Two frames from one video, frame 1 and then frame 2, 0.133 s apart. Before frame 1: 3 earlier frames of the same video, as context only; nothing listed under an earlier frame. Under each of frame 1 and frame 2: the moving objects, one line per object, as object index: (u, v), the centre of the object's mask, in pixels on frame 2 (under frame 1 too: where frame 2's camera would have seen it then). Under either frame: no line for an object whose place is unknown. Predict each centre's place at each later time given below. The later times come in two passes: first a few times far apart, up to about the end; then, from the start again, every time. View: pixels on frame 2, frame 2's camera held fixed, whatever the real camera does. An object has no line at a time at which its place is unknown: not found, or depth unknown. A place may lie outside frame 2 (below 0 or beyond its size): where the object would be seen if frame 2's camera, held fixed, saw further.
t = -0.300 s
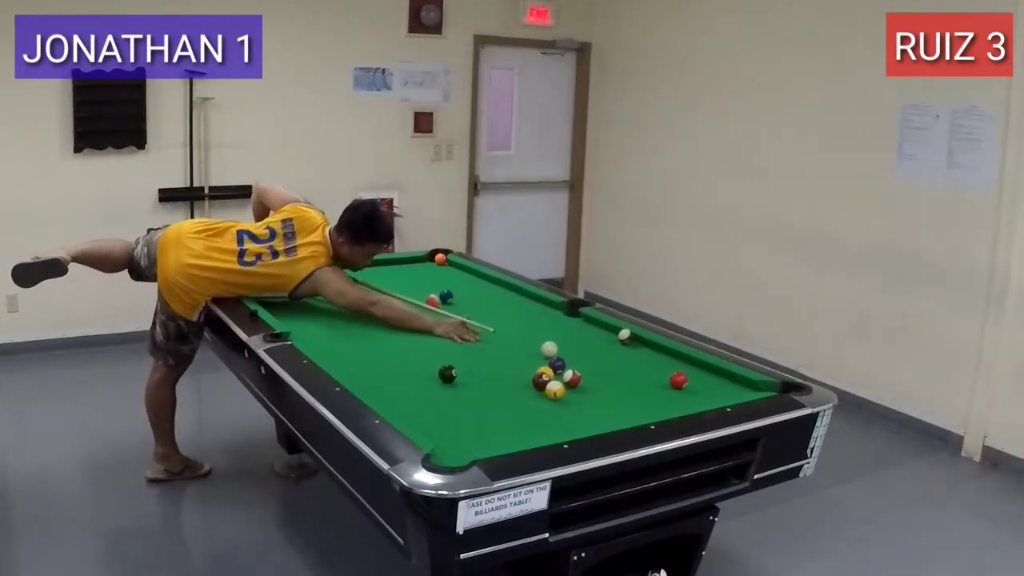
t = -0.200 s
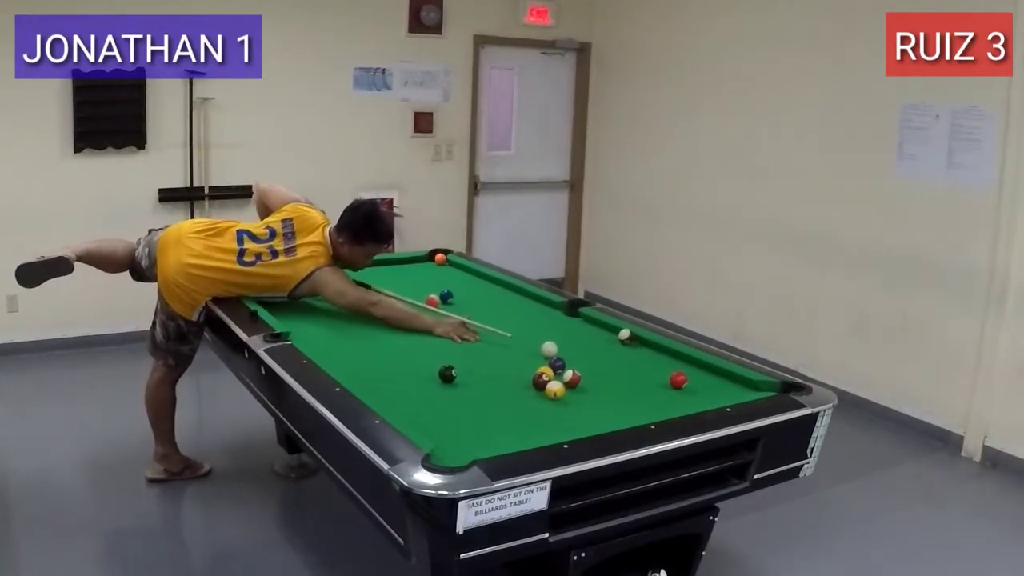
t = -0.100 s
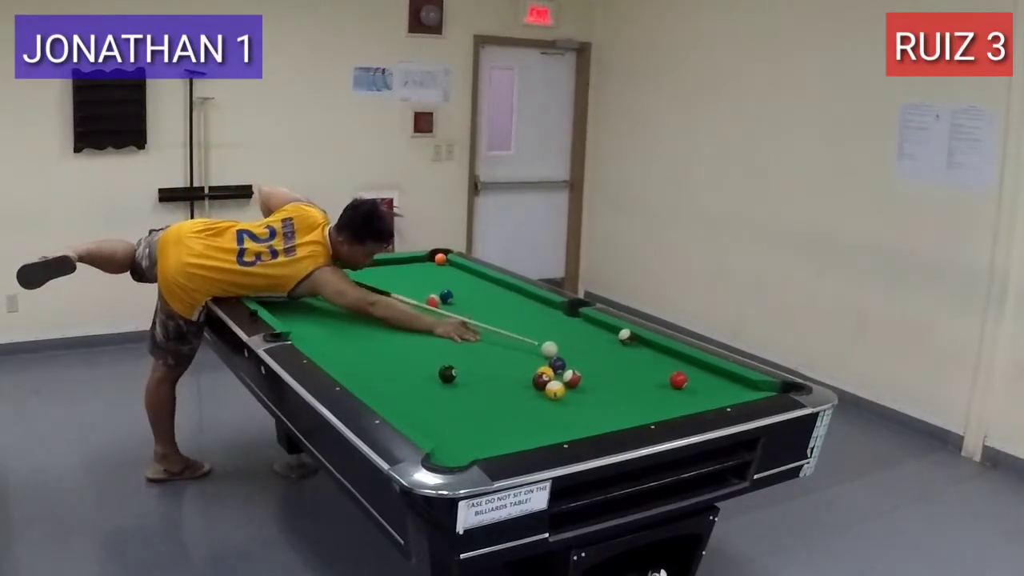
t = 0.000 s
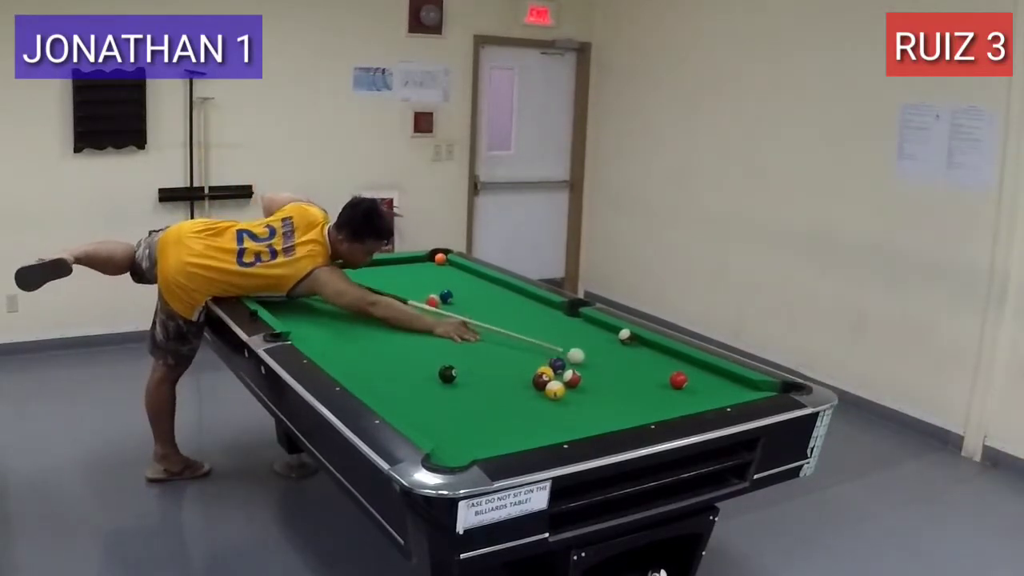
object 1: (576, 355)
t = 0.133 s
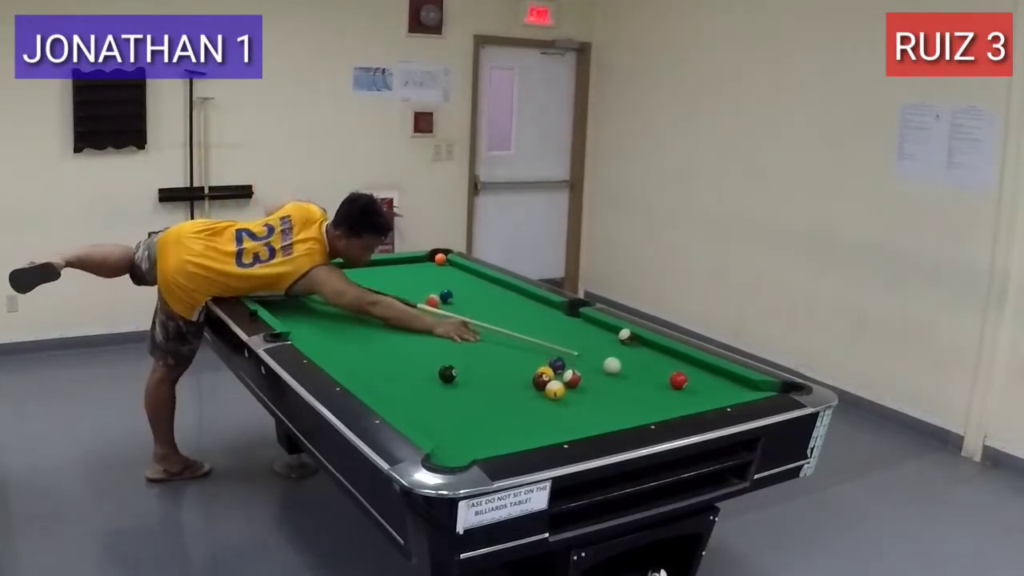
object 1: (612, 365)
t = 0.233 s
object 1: (639, 372)
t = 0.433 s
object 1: (665, 382)
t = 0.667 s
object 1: (680, 391)
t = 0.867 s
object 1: (692, 398)
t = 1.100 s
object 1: (698, 400)
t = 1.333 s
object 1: (693, 398)
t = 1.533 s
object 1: (690, 396)
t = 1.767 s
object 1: (686, 393)
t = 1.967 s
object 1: (683, 392)
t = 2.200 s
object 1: (680, 391)
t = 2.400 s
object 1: (679, 391)
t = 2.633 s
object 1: (679, 391)
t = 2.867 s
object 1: (679, 391)
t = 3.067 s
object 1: (679, 391)
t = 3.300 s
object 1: (679, 391)
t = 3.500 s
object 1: (679, 391)
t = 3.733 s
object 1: (679, 391)
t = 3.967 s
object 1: (679, 391)
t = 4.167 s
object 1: (679, 391)
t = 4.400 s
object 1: (679, 391)
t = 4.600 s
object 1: (679, 391)
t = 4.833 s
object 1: (679, 391)
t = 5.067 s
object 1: (679, 391)
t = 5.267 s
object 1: (679, 391)
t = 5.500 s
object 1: (679, 391)
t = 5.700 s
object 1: (679, 391)
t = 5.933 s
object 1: (679, 391)
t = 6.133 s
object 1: (679, 391)
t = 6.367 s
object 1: (679, 391)
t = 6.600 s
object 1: (679, 391)
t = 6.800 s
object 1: (679, 391)
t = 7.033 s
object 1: (679, 391)
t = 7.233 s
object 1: (679, 391)
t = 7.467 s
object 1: (679, 391)
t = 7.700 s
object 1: (679, 391)
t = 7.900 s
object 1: (679, 391)
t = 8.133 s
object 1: (679, 391)
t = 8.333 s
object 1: (679, 391)
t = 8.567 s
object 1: (679, 391)
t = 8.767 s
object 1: (679, 391)
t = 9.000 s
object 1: (679, 391)
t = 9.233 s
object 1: (679, 391)
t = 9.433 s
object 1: (679, 391)
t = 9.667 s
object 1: (679, 391)
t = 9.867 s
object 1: (679, 391)
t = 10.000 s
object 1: (679, 391)
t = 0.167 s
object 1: (621, 367)
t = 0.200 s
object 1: (630, 369)
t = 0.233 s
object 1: (639, 372)
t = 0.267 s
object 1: (648, 374)
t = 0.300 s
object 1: (657, 376)
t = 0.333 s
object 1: (660, 378)
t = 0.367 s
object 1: (661, 379)
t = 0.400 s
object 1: (663, 380)
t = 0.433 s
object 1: (665, 382)
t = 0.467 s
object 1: (667, 383)
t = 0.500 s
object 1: (669, 385)
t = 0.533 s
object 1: (672, 386)
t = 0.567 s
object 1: (674, 387)
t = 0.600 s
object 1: (676, 388)
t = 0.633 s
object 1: (678, 390)
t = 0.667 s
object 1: (680, 391)
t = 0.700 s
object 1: (682, 393)
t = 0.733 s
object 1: (684, 394)
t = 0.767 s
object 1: (687, 395)
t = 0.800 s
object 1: (688, 396)
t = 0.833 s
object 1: (691, 397)
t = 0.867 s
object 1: (692, 398)
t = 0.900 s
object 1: (695, 399)
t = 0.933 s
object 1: (696, 400)
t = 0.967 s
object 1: (699, 400)
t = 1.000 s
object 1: (700, 401)
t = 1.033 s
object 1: (699, 401)
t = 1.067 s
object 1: (699, 400)
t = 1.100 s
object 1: (698, 400)
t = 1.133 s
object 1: (697, 400)
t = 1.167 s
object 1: (696, 399)
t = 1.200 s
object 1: (696, 399)
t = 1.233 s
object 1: (695, 399)
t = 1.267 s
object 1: (695, 398)
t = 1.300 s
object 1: (694, 398)
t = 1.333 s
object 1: (693, 398)
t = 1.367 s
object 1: (693, 397)
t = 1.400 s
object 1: (692, 397)
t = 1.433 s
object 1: (691, 397)
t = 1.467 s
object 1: (691, 396)
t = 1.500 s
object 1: (690, 396)
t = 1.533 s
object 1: (690, 396)
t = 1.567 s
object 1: (689, 395)
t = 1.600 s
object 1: (689, 395)
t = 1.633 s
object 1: (688, 395)
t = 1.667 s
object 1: (687, 394)
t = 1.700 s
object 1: (687, 394)
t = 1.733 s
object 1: (686, 394)
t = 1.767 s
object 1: (686, 393)
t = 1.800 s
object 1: (685, 393)
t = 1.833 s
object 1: (685, 393)
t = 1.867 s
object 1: (684, 393)
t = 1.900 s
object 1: (684, 393)
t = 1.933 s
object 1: (683, 392)
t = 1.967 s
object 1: (683, 392)
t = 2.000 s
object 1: (682, 392)
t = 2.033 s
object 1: (682, 392)
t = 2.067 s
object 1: (681, 392)
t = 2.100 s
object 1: (681, 391)
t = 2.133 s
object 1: (681, 391)
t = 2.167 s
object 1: (680, 391)
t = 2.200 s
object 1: (680, 391)
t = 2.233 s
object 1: (680, 391)
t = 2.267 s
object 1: (679, 391)
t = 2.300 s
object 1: (679, 391)
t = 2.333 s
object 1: (679, 391)
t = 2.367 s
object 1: (679, 391)
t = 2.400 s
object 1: (679, 391)
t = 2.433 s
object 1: (679, 391)
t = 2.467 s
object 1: (679, 391)
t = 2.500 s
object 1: (679, 391)
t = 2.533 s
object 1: (679, 391)
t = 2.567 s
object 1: (679, 391)
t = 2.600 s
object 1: (679, 391)
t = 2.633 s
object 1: (679, 391)
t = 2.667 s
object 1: (679, 391)
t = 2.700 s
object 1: (679, 391)
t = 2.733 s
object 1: (679, 391)
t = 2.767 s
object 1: (679, 391)
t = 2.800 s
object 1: (679, 391)
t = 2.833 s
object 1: (679, 391)
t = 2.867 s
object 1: (679, 391)
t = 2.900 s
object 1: (679, 391)
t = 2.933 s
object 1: (679, 391)
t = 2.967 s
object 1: (679, 391)
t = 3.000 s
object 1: (679, 391)
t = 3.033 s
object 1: (679, 391)
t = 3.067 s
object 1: (679, 391)
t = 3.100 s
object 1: (679, 391)
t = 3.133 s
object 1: (679, 391)
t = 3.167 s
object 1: (679, 391)
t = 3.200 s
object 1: (679, 391)
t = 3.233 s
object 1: (679, 391)
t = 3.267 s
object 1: (679, 391)
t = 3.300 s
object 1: (679, 391)
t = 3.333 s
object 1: (679, 391)
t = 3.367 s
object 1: (679, 391)
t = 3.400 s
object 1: (679, 391)
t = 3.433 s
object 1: (679, 391)
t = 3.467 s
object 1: (679, 391)
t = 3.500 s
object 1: (679, 391)
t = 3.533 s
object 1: (679, 391)
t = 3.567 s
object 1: (679, 391)
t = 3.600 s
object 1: (679, 391)
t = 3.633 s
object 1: (679, 391)
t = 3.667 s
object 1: (679, 391)
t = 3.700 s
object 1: (679, 391)
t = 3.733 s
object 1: (679, 391)
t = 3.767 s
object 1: (679, 391)
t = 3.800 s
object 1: (679, 391)
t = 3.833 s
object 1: (679, 391)
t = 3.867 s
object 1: (679, 391)
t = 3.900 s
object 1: (679, 391)
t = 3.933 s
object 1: (679, 391)
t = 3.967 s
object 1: (679, 391)
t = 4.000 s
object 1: (679, 391)
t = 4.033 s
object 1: (679, 391)
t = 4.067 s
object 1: (679, 391)
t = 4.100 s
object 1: (679, 391)
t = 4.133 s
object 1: (679, 391)
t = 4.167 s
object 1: (679, 391)
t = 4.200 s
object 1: (679, 391)
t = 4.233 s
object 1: (679, 391)
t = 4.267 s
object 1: (679, 391)
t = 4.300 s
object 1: (679, 391)
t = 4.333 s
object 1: (679, 391)
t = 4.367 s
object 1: (679, 391)
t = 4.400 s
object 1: (679, 391)
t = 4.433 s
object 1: (679, 391)
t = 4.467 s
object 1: (679, 391)
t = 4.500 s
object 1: (679, 391)
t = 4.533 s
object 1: (679, 391)
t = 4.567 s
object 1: (679, 391)
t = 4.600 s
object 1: (679, 391)
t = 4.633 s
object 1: (679, 391)
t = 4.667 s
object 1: (679, 391)
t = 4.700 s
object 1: (679, 391)
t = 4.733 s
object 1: (679, 391)
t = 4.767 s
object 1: (679, 391)
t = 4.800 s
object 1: (679, 391)
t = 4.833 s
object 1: (679, 391)
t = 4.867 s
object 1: (679, 391)
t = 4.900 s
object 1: (679, 391)
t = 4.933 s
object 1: (679, 391)
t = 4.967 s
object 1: (679, 391)
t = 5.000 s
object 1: (679, 391)
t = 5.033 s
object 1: (679, 391)
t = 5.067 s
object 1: (679, 391)
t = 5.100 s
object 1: (679, 391)
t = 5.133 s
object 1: (679, 391)
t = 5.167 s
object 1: (679, 391)
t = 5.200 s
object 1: (679, 391)
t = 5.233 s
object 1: (679, 391)
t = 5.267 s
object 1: (679, 391)
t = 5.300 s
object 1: (679, 391)
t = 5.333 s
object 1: (679, 391)
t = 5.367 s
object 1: (679, 391)
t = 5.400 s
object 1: (679, 391)
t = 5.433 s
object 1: (679, 391)
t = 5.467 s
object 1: (679, 391)
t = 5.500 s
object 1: (679, 391)
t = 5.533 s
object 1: (679, 391)
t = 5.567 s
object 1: (679, 391)
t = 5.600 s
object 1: (679, 391)
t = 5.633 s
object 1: (679, 391)
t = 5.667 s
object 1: (679, 391)
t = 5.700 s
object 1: (679, 391)
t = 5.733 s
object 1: (679, 391)
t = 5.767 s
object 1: (679, 391)
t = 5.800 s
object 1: (679, 391)
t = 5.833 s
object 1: (679, 391)
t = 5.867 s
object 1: (679, 391)
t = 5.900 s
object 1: (679, 391)
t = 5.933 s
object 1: (679, 391)
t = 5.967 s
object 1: (679, 391)
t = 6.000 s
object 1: (679, 391)
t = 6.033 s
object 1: (679, 391)
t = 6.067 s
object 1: (679, 391)
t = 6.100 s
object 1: (679, 391)
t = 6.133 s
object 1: (679, 391)
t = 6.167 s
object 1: (679, 391)
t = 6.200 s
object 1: (679, 391)
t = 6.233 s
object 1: (679, 391)
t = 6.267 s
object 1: (679, 391)
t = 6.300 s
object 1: (679, 391)
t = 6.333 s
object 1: (679, 391)
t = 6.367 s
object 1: (679, 391)
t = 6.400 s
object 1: (679, 391)
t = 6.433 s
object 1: (679, 391)
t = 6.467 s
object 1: (679, 391)
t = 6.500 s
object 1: (679, 391)
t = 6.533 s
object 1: (679, 391)
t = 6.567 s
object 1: (679, 391)
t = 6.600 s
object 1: (679, 391)
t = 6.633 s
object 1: (679, 391)
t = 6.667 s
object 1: (679, 391)
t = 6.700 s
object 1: (679, 391)
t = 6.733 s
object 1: (679, 391)
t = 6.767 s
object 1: (679, 391)
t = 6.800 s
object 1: (679, 391)
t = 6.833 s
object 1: (679, 391)
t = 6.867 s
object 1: (679, 391)
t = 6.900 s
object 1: (679, 391)
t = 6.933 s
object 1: (679, 391)
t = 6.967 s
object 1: (679, 391)
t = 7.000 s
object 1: (679, 391)
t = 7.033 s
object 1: (679, 391)
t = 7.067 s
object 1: (679, 391)
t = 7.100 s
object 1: (679, 391)
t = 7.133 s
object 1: (679, 391)
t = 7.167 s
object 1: (679, 391)
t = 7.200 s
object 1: (679, 391)
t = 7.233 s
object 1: (679, 391)
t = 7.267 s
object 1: (679, 391)
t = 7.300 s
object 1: (679, 391)
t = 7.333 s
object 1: (679, 391)
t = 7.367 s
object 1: (679, 391)
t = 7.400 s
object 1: (679, 391)
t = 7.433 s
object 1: (679, 391)
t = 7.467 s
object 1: (679, 391)
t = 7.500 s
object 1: (679, 391)
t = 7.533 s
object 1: (679, 391)
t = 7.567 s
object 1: (679, 391)
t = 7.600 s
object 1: (679, 391)
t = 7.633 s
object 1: (679, 391)
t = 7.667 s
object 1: (679, 391)
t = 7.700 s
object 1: (679, 391)
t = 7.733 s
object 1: (679, 391)
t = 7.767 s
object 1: (679, 391)
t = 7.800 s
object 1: (679, 391)
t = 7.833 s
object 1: (679, 391)
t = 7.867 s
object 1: (679, 391)
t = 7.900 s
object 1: (679, 391)
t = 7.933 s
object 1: (679, 391)
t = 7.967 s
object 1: (679, 391)
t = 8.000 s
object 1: (679, 391)
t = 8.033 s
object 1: (679, 391)
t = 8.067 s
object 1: (679, 391)
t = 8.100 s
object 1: (679, 391)
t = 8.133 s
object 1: (679, 391)
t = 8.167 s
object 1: (679, 391)
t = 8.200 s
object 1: (679, 391)
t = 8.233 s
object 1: (679, 391)
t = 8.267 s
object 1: (679, 391)
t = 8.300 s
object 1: (679, 391)
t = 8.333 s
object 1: (679, 391)
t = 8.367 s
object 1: (679, 391)
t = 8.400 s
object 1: (679, 391)
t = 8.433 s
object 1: (679, 391)
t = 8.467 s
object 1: (679, 391)
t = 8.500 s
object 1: (679, 391)
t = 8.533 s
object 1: (679, 391)
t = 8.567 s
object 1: (679, 391)
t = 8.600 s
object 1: (679, 391)
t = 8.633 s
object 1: (679, 391)
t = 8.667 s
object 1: (679, 391)
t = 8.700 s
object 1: (679, 391)
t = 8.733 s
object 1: (679, 391)
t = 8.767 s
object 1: (679, 391)
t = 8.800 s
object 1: (679, 391)
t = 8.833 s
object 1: (679, 391)
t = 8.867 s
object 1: (679, 391)
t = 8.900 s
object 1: (679, 391)
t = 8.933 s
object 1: (679, 391)
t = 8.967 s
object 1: (679, 391)
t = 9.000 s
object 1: (679, 391)
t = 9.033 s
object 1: (679, 391)
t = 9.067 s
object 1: (679, 391)
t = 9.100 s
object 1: (679, 391)
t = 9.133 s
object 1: (679, 391)
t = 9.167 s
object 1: (679, 391)
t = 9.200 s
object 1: (679, 391)
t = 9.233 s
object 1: (679, 391)
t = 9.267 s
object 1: (679, 391)
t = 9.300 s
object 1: (679, 391)
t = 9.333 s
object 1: (679, 391)
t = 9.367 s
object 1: (679, 391)
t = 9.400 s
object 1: (679, 391)
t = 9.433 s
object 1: (679, 391)
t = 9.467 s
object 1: (679, 391)
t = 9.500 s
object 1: (679, 391)
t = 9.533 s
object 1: (679, 391)
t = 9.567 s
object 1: (679, 391)
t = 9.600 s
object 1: (679, 391)
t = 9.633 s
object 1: (679, 391)
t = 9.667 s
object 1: (679, 391)
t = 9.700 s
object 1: (679, 391)
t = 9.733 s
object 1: (679, 391)
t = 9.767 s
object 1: (679, 391)
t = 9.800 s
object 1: (679, 391)
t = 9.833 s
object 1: (679, 391)
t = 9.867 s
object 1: (679, 391)
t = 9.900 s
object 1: (679, 391)
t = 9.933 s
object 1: (679, 391)
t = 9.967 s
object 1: (679, 391)
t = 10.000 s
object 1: (679, 391)
